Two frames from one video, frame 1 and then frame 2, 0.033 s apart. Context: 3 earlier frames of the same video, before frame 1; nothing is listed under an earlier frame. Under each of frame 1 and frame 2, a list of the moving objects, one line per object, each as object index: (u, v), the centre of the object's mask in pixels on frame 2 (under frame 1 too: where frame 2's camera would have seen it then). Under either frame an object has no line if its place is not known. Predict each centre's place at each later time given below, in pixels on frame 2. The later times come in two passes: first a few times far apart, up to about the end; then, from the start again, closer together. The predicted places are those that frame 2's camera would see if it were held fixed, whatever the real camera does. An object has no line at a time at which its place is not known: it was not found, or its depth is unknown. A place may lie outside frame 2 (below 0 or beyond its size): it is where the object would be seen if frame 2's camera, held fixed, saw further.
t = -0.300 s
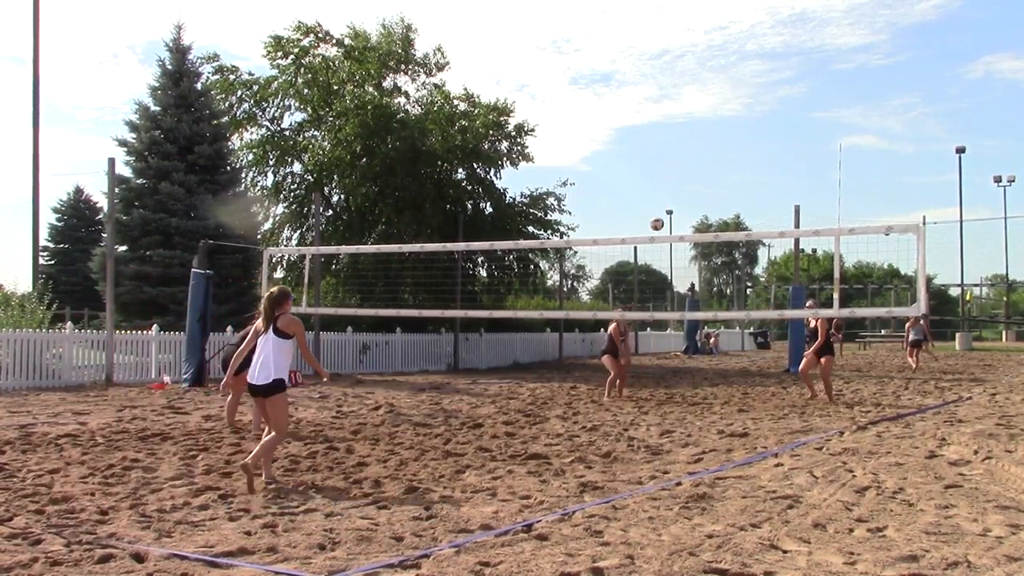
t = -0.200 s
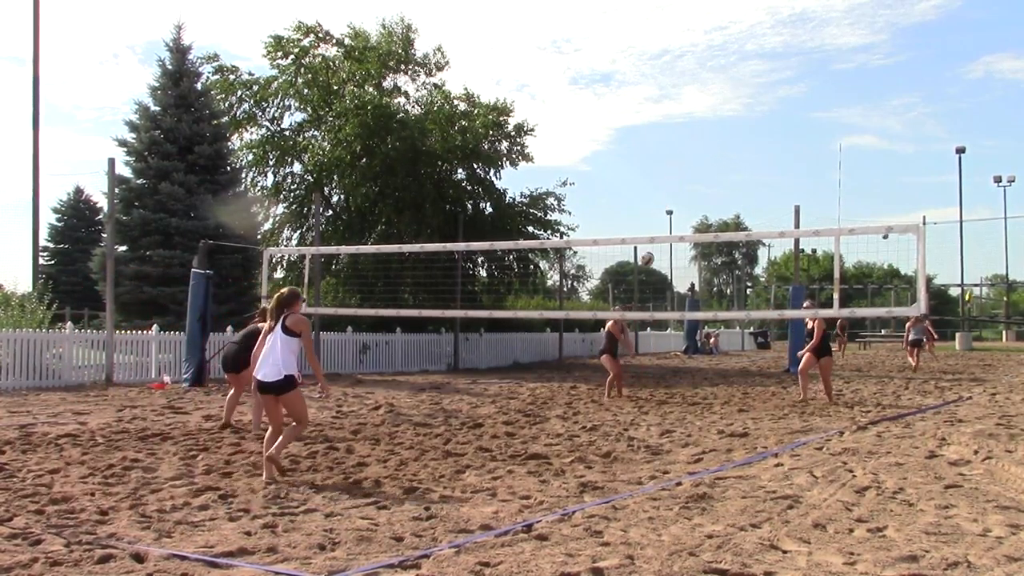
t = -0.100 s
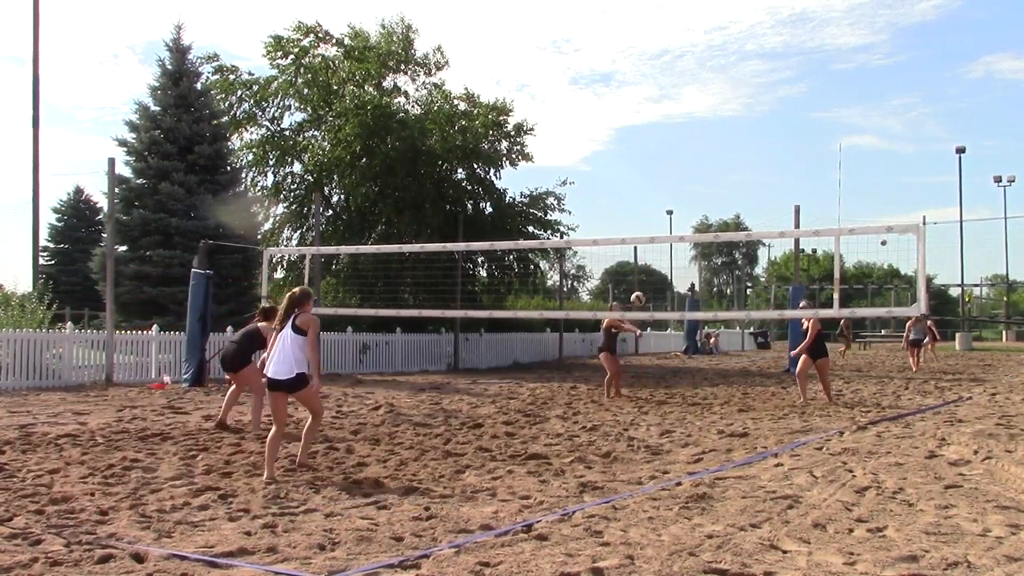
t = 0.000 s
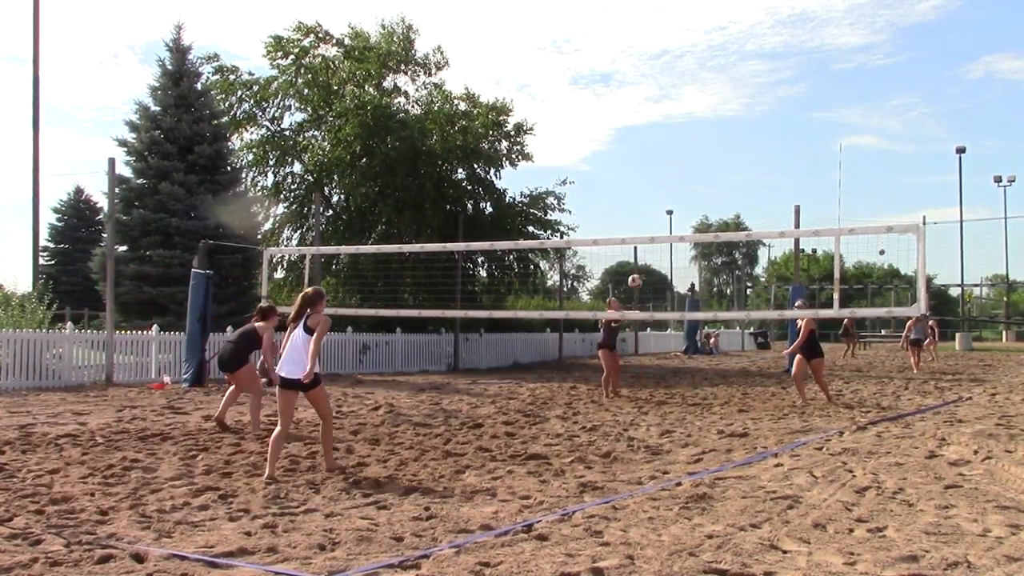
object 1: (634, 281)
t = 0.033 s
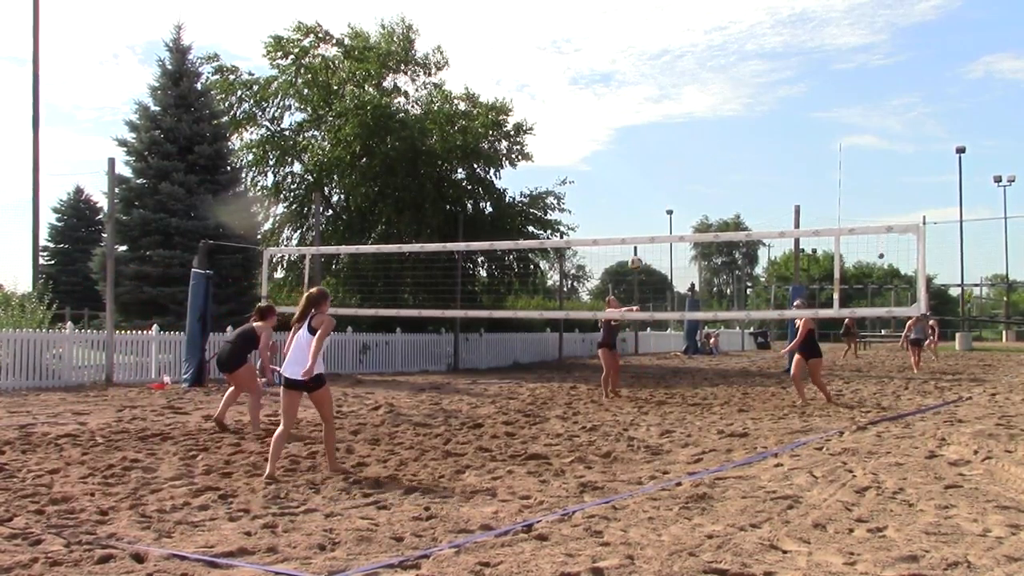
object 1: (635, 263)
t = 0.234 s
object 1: (636, 170)
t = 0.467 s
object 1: (638, 92)
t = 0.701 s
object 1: (640, 50)
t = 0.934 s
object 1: (642, 44)
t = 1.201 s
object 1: (644, 83)
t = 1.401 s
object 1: (644, 146)
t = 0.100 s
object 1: (636, 229)
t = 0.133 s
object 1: (636, 213)
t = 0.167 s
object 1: (636, 198)
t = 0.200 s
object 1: (636, 183)
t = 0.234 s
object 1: (636, 170)
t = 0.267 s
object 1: (636, 156)
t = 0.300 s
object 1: (637, 144)
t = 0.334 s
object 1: (637, 132)
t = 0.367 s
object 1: (638, 121)
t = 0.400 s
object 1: (638, 111)
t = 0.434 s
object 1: (638, 101)
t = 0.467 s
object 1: (638, 92)
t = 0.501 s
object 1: (639, 84)
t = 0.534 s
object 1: (639, 77)
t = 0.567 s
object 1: (639, 70)
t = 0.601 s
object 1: (639, 64)
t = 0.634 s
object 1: (639, 59)
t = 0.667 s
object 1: (640, 54)
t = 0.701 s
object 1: (640, 50)
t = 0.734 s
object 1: (641, 47)
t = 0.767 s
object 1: (641, 45)
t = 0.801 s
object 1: (641, 43)
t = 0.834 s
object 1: (641, 43)
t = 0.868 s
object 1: (641, 42)
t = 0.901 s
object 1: (642, 43)
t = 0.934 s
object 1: (642, 44)
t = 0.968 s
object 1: (642, 46)
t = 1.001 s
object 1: (643, 49)
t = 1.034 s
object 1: (643, 53)
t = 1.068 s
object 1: (643, 57)
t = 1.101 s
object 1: (643, 62)
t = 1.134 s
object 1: (643, 69)
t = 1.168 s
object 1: (643, 75)
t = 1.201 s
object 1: (644, 83)
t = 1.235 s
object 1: (644, 91)
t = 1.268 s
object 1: (644, 101)
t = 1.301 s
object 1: (644, 111)
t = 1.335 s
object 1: (644, 122)
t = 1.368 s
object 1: (644, 133)
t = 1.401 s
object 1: (644, 146)
